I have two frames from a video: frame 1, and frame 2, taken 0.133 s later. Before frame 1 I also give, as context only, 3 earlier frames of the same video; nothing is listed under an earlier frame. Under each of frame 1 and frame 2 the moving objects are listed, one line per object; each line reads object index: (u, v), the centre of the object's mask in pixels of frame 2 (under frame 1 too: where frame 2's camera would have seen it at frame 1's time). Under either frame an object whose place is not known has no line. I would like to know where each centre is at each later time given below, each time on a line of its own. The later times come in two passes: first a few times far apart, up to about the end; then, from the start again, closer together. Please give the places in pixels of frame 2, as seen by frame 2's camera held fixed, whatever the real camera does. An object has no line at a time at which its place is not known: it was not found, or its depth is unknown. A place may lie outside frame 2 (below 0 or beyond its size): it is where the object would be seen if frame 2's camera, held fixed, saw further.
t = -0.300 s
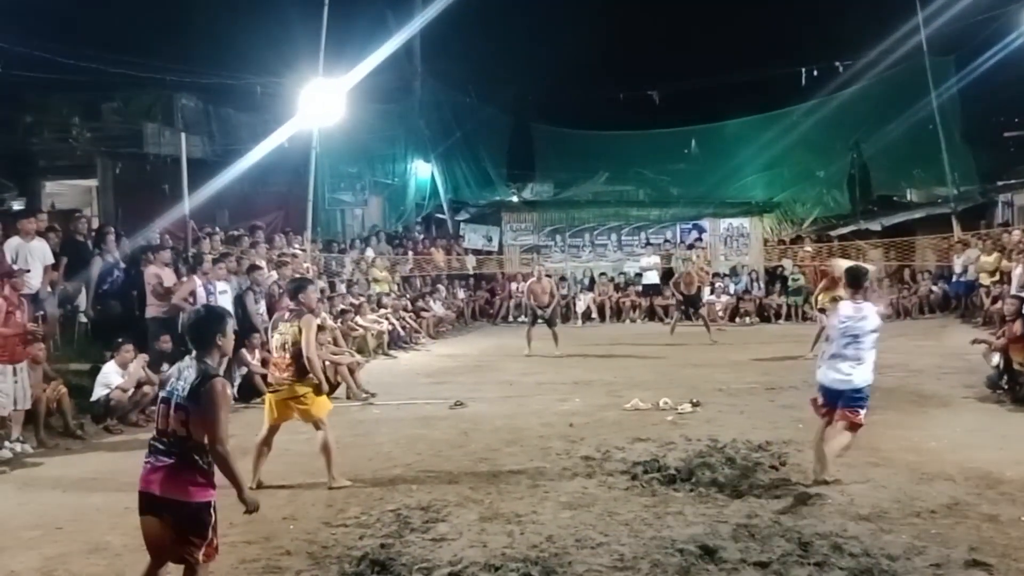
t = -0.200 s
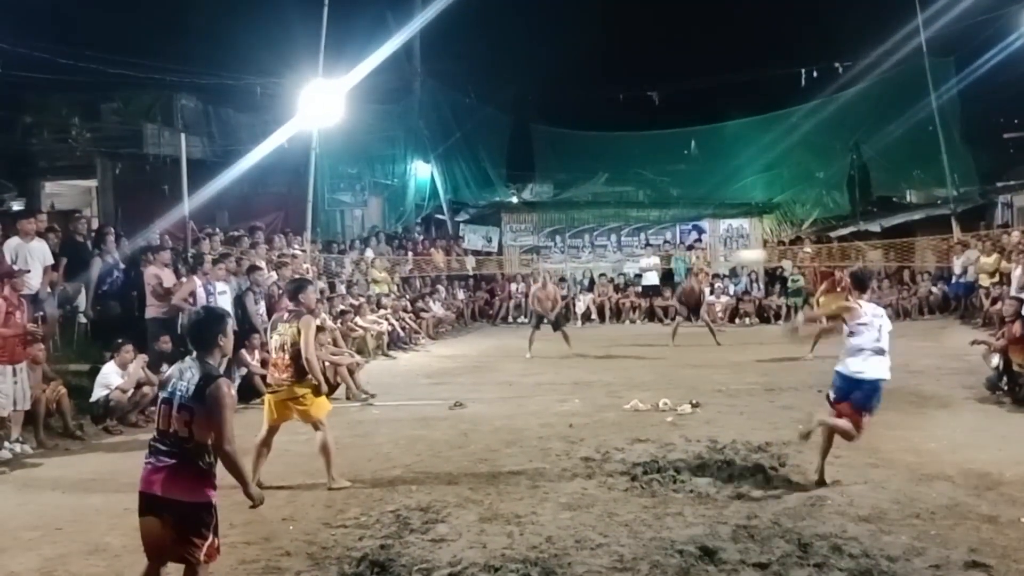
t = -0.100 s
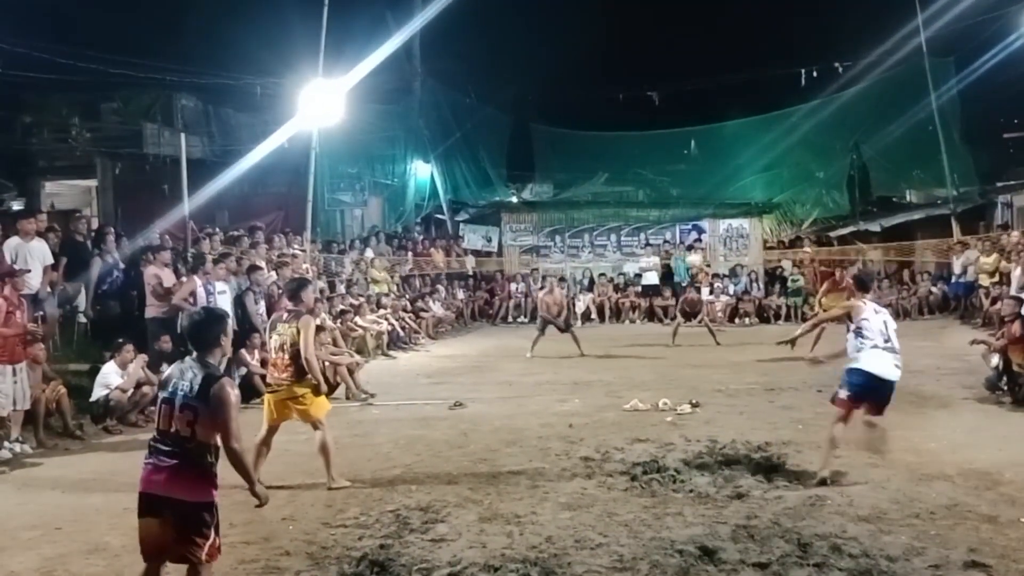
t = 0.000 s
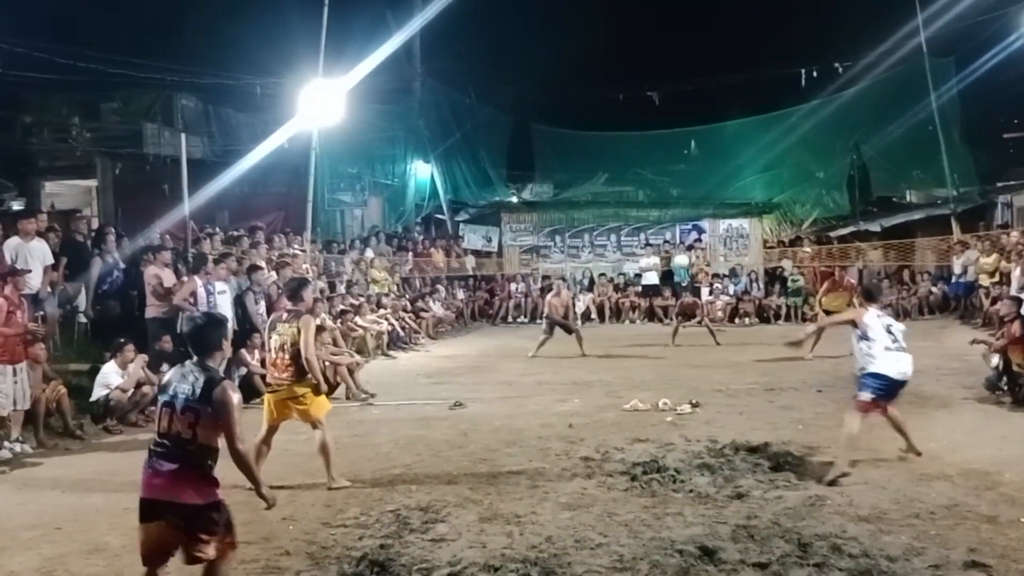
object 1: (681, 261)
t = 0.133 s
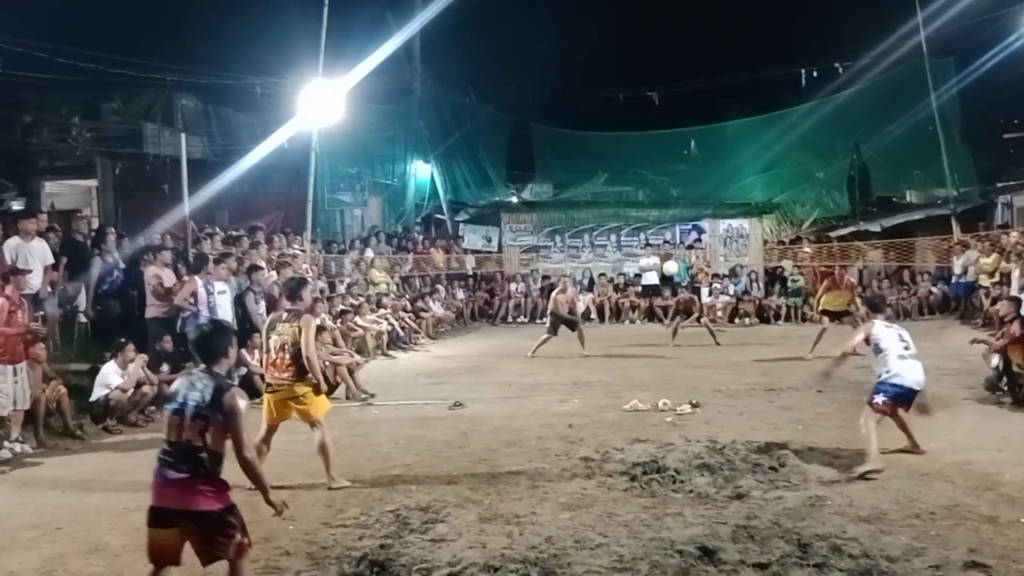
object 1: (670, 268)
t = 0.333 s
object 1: (653, 313)
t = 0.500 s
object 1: (639, 386)
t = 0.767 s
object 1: (603, 374)
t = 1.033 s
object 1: (563, 357)
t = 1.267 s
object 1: (528, 410)
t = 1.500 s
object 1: (488, 422)
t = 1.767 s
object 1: (439, 412)
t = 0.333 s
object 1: (653, 313)
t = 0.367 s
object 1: (651, 323)
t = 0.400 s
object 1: (648, 336)
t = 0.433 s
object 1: (645, 352)
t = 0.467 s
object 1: (642, 369)
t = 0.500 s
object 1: (639, 386)
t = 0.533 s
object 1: (636, 405)
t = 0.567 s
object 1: (633, 425)
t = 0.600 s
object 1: (629, 423)
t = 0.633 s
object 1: (623, 410)
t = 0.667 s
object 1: (618, 400)
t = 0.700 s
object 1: (613, 390)
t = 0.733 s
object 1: (608, 382)
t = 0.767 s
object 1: (603, 374)
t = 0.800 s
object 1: (598, 367)
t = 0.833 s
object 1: (593, 362)
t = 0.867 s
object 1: (588, 359)
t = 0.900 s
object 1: (583, 356)
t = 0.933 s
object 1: (579, 355)
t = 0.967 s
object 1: (573, 354)
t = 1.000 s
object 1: (568, 355)
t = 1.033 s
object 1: (563, 357)
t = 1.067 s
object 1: (558, 361)
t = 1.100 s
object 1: (553, 366)
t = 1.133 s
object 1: (548, 372)
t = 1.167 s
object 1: (543, 378)
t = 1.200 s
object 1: (538, 387)
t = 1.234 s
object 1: (533, 398)
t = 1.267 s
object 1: (528, 410)
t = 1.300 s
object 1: (523, 424)
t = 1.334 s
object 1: (518, 438)
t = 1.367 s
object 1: (513, 453)
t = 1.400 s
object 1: (507, 448)
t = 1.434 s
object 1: (500, 438)
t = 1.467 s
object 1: (494, 430)
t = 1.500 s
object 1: (488, 422)
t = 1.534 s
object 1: (482, 416)
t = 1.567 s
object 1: (475, 412)
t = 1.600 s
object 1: (470, 409)
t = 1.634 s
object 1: (463, 406)
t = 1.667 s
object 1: (458, 406)
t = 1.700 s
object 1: (452, 406)
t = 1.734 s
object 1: (446, 408)
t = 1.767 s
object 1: (439, 412)
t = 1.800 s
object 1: (433, 418)
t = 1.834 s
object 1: (427, 423)
